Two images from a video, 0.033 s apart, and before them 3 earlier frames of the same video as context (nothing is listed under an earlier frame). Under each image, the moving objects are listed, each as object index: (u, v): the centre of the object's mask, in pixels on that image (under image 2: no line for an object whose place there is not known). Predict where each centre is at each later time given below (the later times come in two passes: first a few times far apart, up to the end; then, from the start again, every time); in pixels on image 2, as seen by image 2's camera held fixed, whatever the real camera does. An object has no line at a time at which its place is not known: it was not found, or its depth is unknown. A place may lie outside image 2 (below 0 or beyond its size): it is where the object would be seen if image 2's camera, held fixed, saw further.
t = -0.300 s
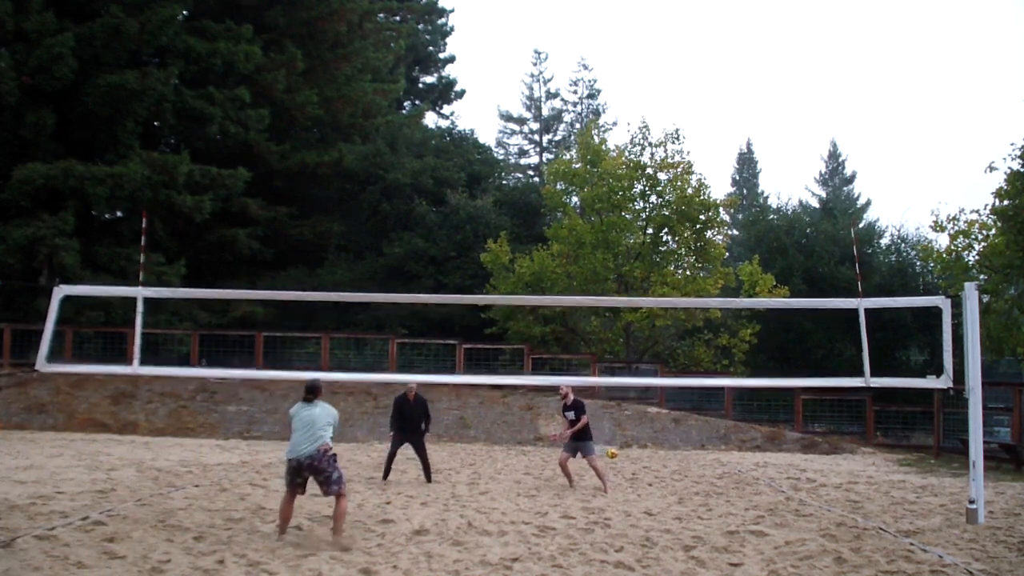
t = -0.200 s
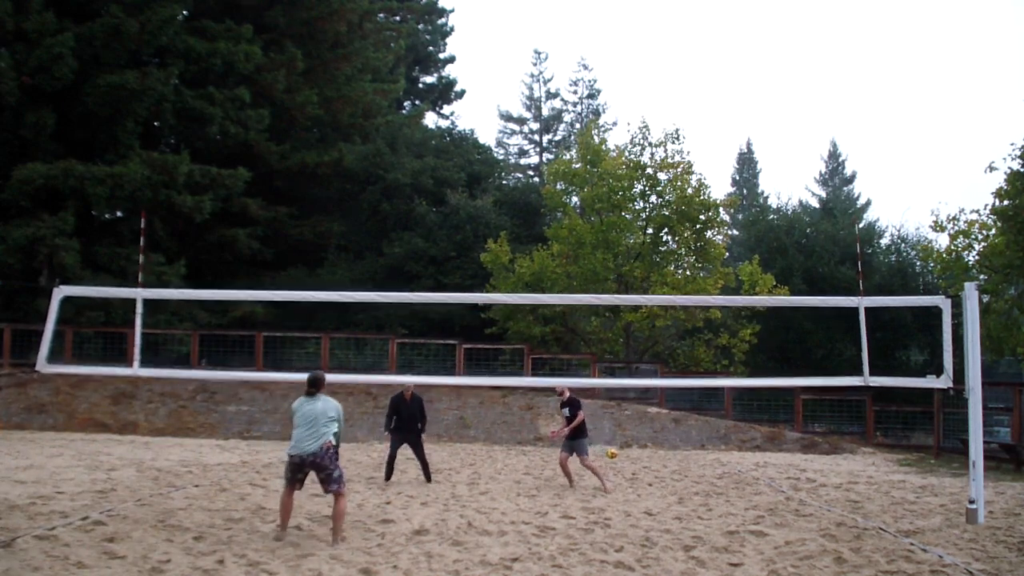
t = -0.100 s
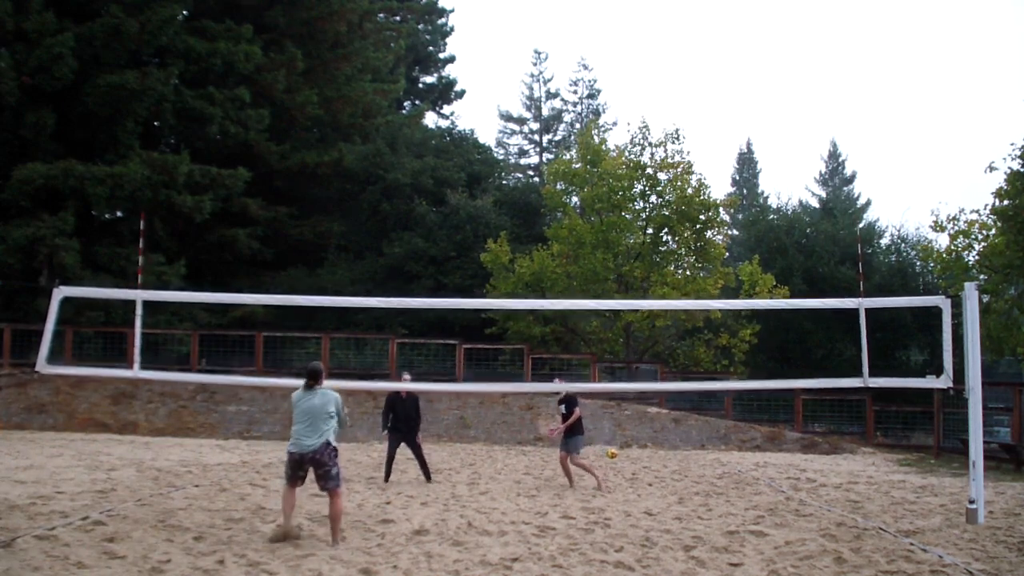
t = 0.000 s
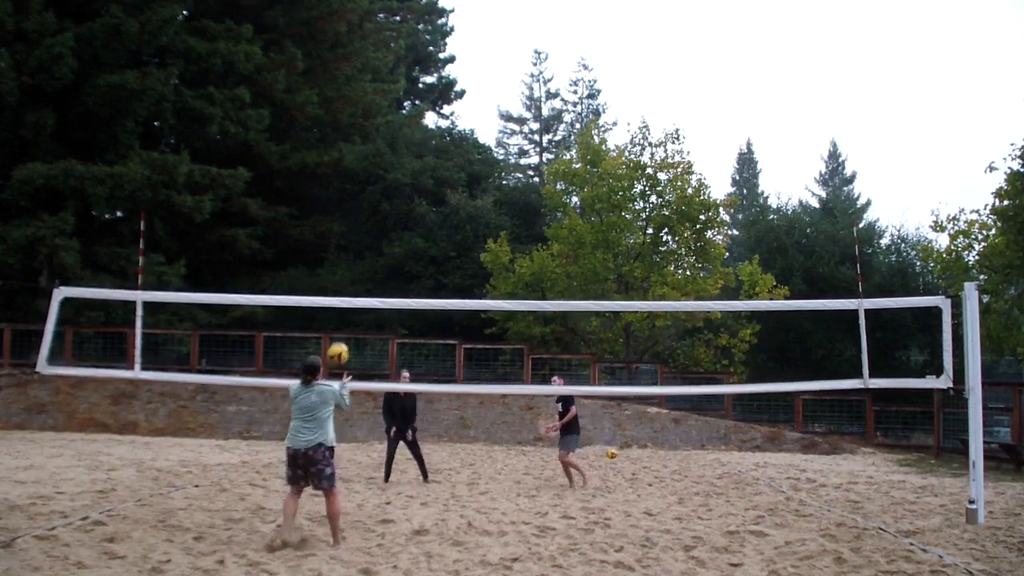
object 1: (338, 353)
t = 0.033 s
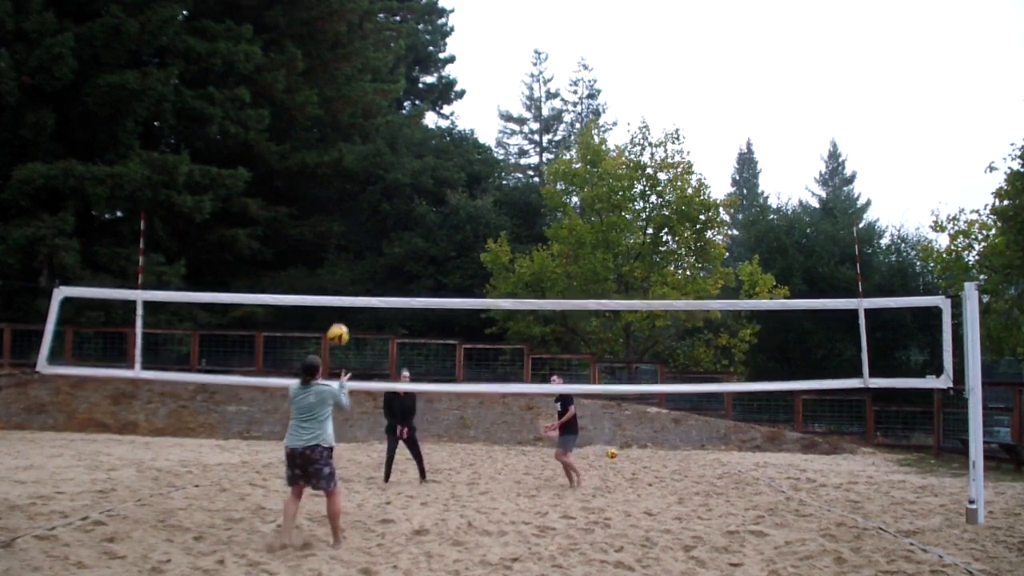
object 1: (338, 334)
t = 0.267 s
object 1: (336, 235)
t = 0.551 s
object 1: (332, 184)
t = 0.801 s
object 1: (325, 205)
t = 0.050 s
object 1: (338, 326)
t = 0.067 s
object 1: (337, 318)
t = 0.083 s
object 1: (337, 310)
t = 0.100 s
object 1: (337, 301)
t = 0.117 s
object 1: (338, 293)
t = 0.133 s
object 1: (337, 285)
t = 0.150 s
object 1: (337, 278)
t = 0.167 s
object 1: (337, 270)
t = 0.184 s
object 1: (337, 264)
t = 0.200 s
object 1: (337, 258)
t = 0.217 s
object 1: (337, 252)
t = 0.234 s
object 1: (337, 245)
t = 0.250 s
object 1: (337, 240)
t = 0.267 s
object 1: (336, 235)
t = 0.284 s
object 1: (336, 229)
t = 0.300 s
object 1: (336, 225)
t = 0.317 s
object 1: (336, 220)
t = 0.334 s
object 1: (336, 216)
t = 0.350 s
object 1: (336, 212)
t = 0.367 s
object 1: (336, 208)
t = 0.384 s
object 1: (335, 204)
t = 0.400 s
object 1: (335, 201)
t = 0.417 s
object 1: (335, 198)
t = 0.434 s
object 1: (335, 196)
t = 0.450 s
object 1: (334, 193)
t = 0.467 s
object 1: (334, 191)
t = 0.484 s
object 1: (333, 189)
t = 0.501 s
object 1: (333, 188)
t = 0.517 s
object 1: (333, 186)
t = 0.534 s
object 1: (333, 185)
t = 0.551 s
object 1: (332, 184)
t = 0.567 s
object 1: (332, 184)
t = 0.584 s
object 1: (331, 184)
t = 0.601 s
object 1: (331, 184)
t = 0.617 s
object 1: (330, 184)
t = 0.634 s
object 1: (330, 184)
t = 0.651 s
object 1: (330, 185)
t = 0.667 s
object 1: (329, 186)
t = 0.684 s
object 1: (329, 188)
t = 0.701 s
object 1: (328, 189)
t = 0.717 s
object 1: (328, 191)
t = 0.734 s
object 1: (327, 194)
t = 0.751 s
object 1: (327, 196)
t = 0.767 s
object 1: (326, 199)
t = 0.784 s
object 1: (326, 202)
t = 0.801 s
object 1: (325, 205)
